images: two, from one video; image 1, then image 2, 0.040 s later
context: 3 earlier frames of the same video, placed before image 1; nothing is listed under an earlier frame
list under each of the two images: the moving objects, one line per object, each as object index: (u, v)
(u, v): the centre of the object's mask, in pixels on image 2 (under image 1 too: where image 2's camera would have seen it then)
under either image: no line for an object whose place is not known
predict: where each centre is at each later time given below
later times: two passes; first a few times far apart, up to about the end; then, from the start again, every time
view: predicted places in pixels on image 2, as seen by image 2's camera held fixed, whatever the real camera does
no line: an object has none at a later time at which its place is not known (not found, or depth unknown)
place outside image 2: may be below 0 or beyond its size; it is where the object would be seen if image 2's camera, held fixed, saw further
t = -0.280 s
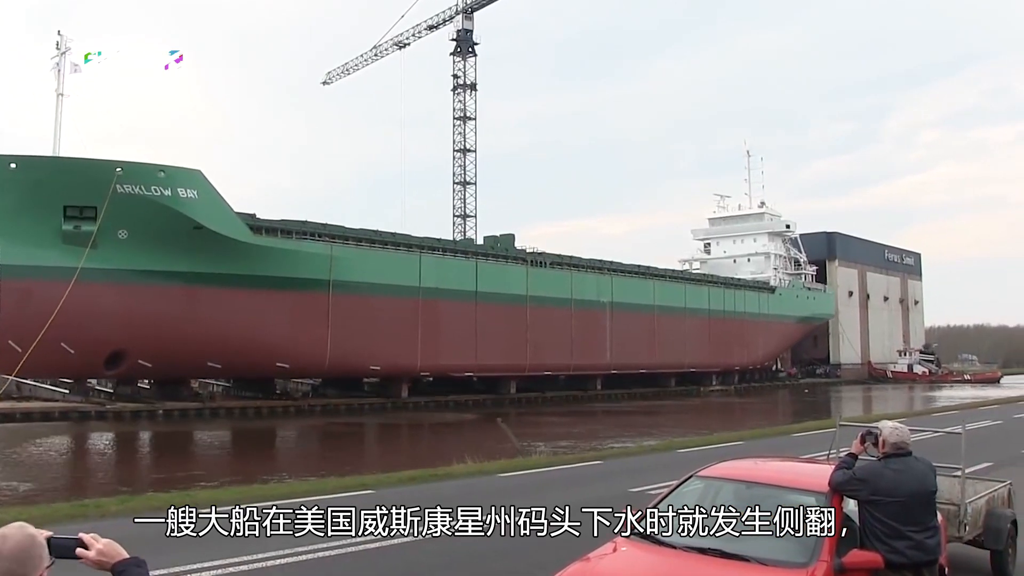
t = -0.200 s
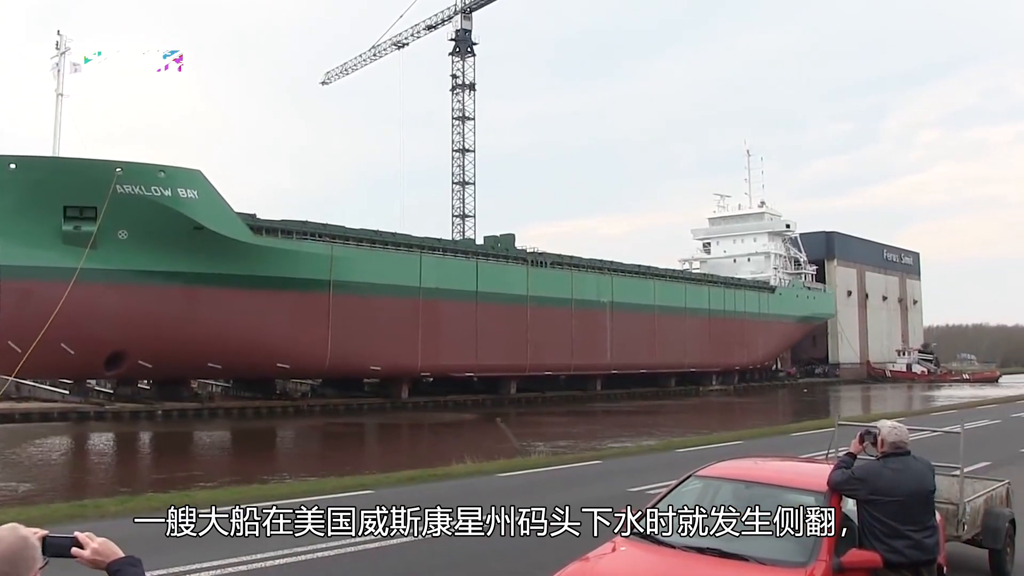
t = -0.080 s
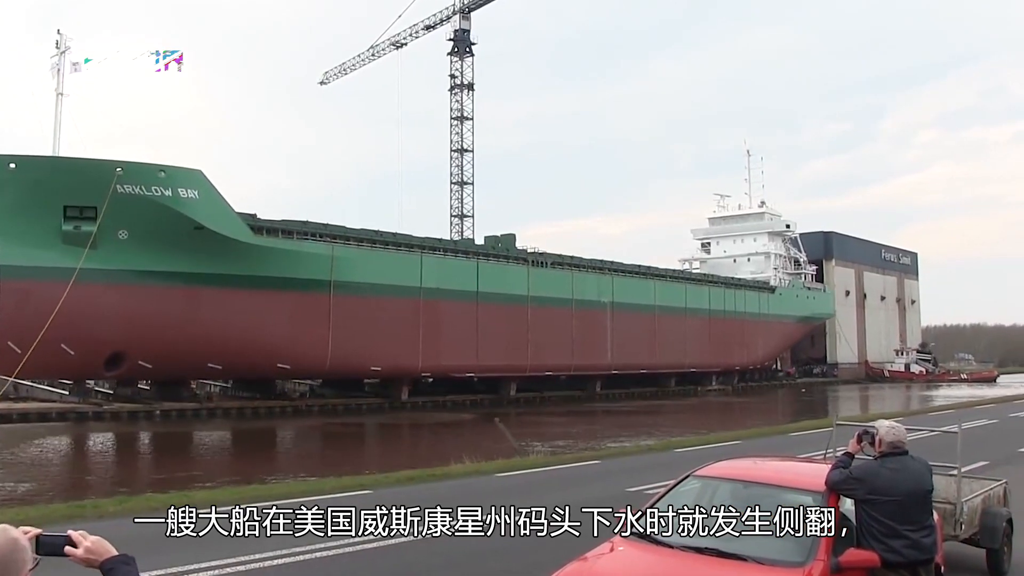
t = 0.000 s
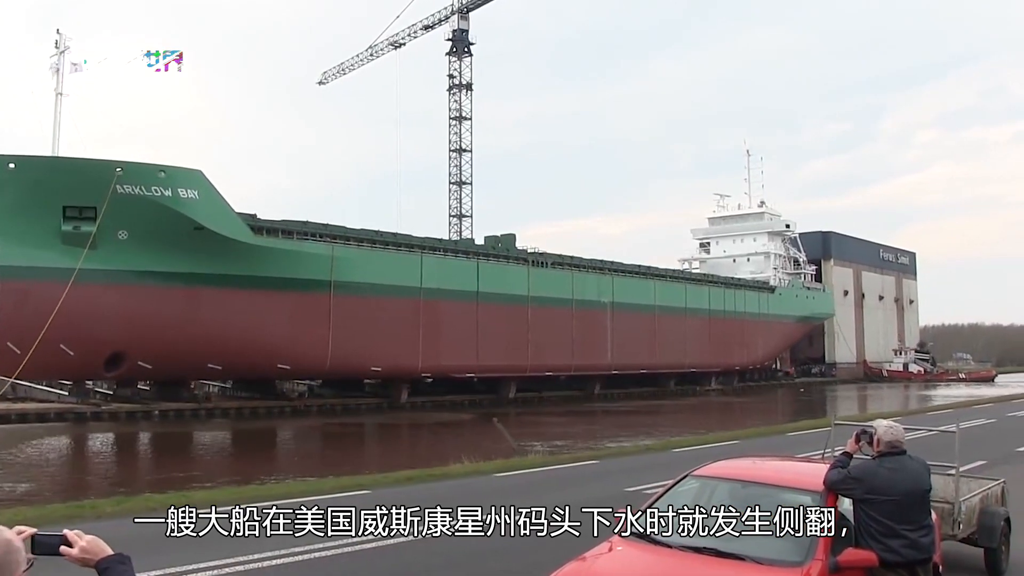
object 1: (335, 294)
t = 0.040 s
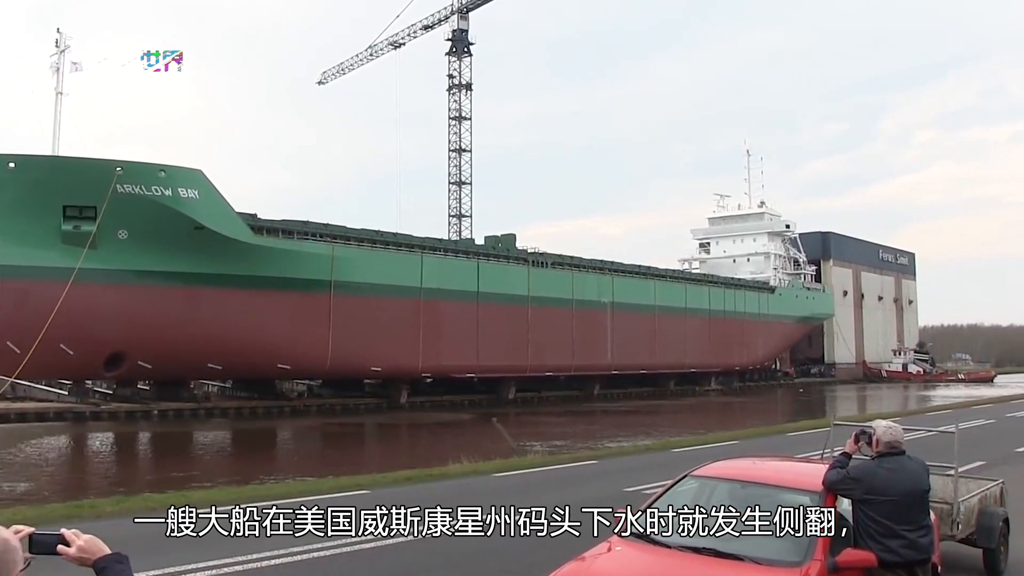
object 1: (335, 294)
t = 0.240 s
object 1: (337, 294)
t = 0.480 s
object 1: (340, 294)
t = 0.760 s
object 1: (343, 295)
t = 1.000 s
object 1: (345, 295)
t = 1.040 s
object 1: (346, 295)
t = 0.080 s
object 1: (335, 294)
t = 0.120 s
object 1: (336, 294)
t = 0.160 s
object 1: (336, 294)
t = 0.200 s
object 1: (337, 294)
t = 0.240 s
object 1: (337, 294)
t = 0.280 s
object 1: (337, 294)
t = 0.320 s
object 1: (338, 294)
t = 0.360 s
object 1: (338, 294)
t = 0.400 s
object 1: (339, 294)
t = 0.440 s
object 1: (339, 294)
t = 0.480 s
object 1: (340, 294)
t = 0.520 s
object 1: (340, 294)
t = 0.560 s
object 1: (340, 295)
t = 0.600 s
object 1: (341, 294)
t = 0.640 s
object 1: (341, 294)
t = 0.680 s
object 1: (342, 295)
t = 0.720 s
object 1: (342, 295)
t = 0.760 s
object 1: (343, 295)
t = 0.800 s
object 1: (343, 295)
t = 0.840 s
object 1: (344, 295)
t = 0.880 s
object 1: (344, 295)
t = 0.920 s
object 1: (345, 295)
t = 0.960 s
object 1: (345, 295)
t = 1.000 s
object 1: (345, 295)
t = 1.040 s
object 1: (346, 295)
